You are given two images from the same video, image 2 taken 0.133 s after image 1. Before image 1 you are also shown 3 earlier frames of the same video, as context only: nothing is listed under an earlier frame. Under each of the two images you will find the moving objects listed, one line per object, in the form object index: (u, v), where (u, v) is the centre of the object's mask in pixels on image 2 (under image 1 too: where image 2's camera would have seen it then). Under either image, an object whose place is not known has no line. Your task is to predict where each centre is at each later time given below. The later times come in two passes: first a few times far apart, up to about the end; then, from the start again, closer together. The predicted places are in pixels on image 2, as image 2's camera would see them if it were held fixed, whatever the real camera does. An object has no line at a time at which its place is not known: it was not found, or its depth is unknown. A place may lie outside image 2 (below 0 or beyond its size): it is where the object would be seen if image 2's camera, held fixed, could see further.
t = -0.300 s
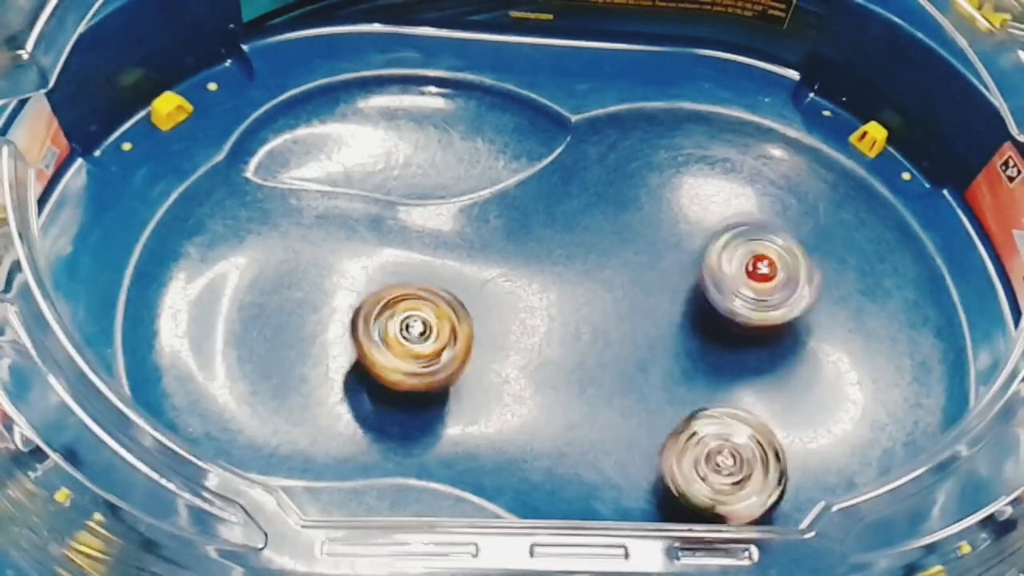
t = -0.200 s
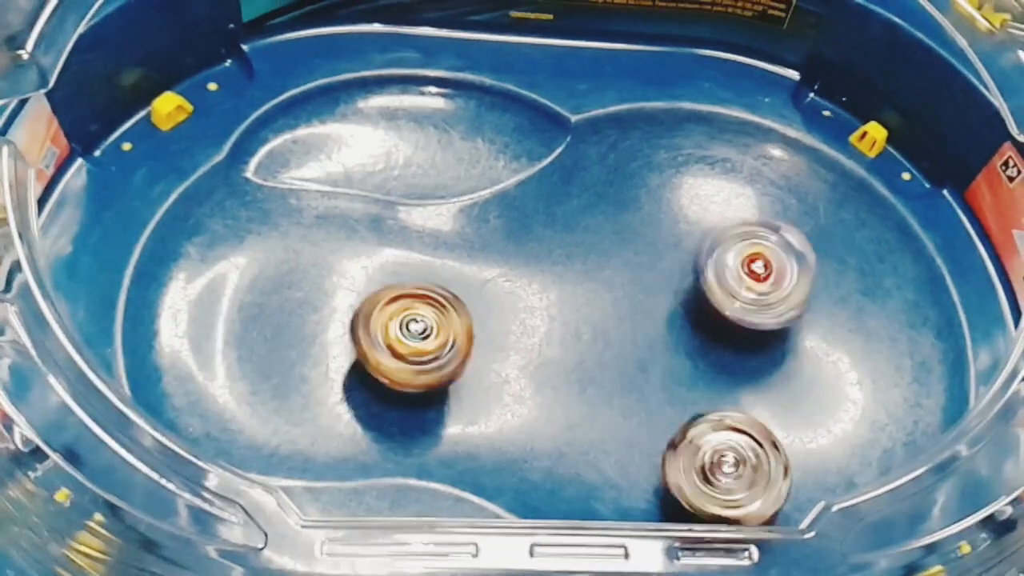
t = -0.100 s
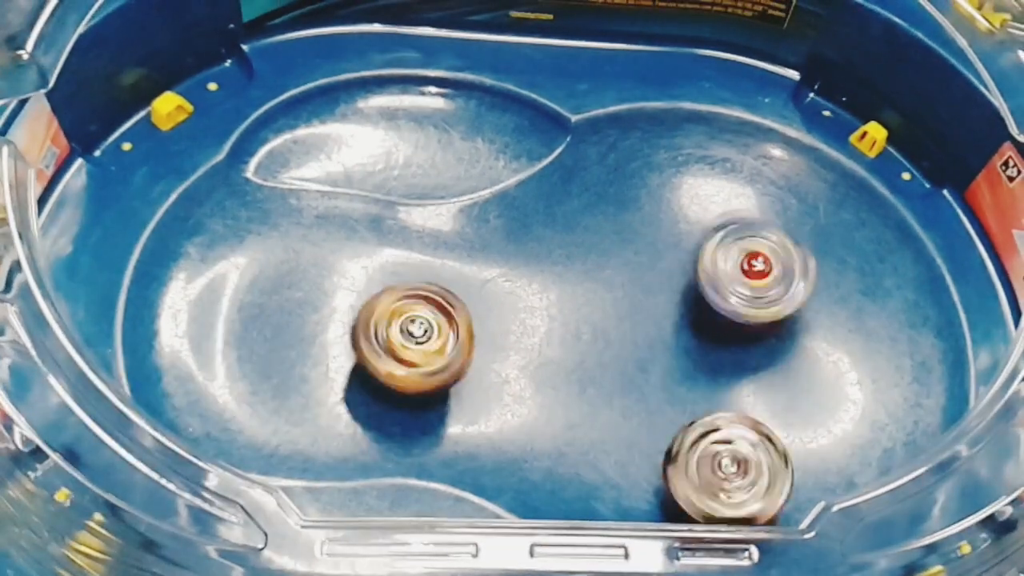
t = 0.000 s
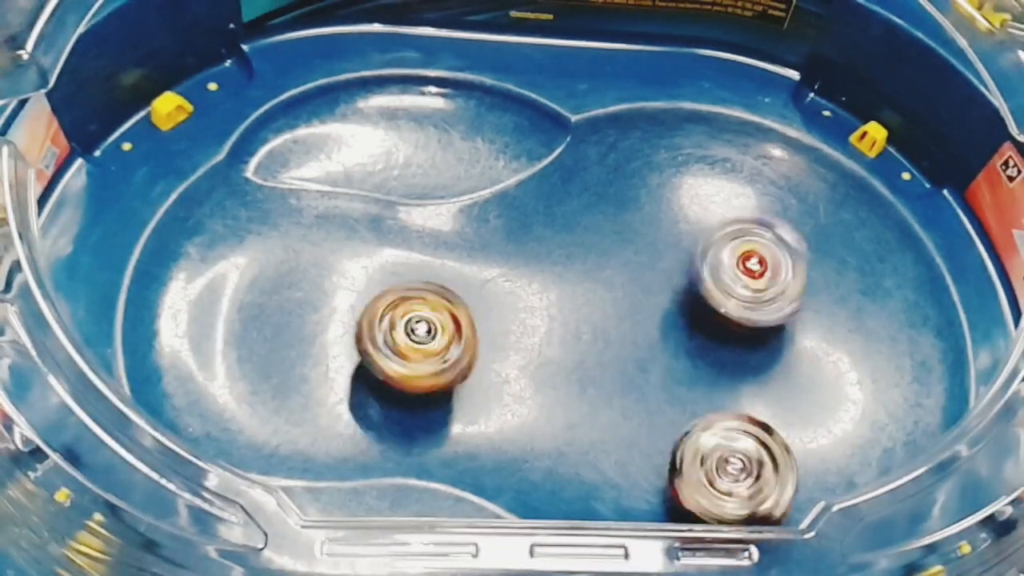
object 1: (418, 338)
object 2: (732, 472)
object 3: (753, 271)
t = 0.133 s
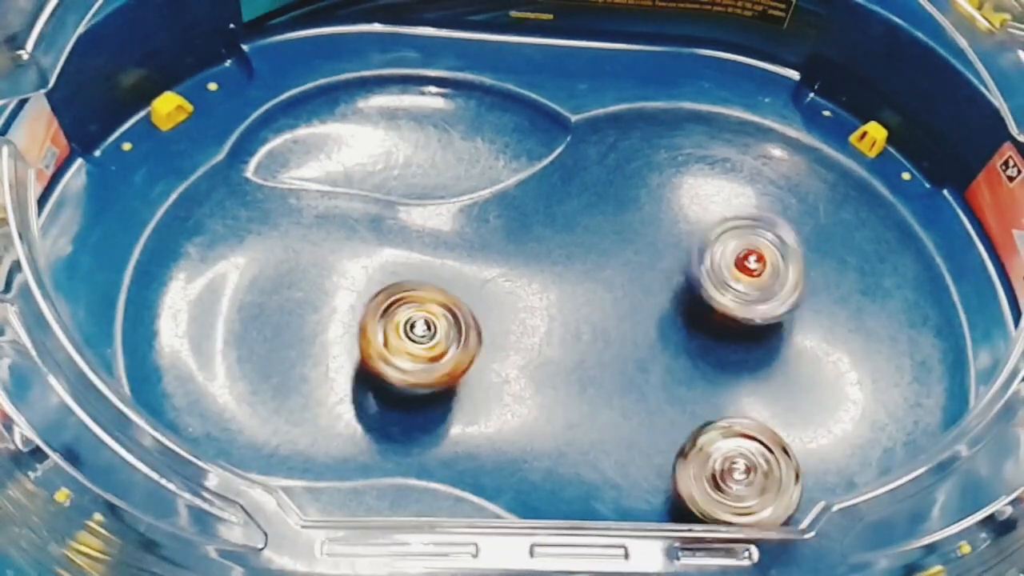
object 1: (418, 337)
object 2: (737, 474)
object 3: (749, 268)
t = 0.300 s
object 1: (423, 338)
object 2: (742, 475)
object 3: (744, 265)
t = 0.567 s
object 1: (427, 340)
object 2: (751, 479)
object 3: (739, 263)
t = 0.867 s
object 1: (432, 340)
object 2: (761, 481)
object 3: (729, 260)
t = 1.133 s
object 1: (437, 342)
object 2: (768, 481)
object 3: (722, 255)
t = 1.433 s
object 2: (877, 485)
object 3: (633, 247)
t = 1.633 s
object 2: (857, 290)
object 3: (674, 180)
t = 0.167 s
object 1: (418, 338)
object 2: (738, 475)
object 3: (747, 268)
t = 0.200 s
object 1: (420, 339)
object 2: (738, 475)
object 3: (746, 268)
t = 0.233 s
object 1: (421, 339)
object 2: (739, 476)
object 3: (745, 267)
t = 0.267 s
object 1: (422, 339)
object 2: (740, 474)
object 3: (744, 266)
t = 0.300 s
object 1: (423, 338)
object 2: (742, 475)
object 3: (744, 265)
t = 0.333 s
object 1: (422, 338)
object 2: (744, 476)
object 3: (743, 265)
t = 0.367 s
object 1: (422, 339)
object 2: (746, 475)
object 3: (742, 265)
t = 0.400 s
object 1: (423, 338)
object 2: (748, 476)
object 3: (740, 264)
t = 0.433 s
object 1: (422, 338)
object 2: (748, 478)
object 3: (741, 265)
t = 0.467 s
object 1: (424, 340)
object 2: (749, 478)
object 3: (738, 263)
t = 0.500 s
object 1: (426, 340)
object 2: (750, 477)
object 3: (739, 263)
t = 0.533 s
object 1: (426, 340)
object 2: (750, 478)
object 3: (737, 263)
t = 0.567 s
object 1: (427, 340)
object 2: (751, 479)
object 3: (739, 263)
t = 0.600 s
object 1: (427, 339)
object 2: (751, 477)
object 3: (735, 264)
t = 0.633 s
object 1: (426, 339)
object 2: (753, 477)
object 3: (735, 262)
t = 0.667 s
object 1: (427, 340)
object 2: (755, 478)
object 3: (733, 262)
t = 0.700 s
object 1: (427, 340)
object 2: (757, 478)
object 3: (733, 261)
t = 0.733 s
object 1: (427, 340)
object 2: (758, 479)
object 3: (732, 261)
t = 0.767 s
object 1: (430, 341)
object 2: (759, 480)
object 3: (733, 261)
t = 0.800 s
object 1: (430, 341)
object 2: (759, 480)
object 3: (731, 261)
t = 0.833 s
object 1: (431, 341)
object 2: (760, 480)
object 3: (730, 261)
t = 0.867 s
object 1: (432, 340)
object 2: (761, 481)
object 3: (729, 260)
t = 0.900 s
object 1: (431, 340)
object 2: (760, 481)
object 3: (728, 259)
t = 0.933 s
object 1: (432, 341)
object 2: (762, 480)
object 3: (727, 258)
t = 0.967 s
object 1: (432, 340)
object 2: (764, 479)
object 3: (728, 258)
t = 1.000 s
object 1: (432, 341)
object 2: (768, 482)
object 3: (726, 259)
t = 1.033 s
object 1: (434, 342)
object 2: (766, 480)
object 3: (725, 257)
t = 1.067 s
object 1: (435, 342)
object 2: (770, 482)
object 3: (724, 258)
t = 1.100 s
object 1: (435, 342)
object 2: (772, 483)
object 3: (722, 256)
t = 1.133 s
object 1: (437, 342)
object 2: (768, 481)
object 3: (722, 255)
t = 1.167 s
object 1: (436, 341)
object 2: (774, 489)
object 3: (721, 256)
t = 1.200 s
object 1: (436, 341)
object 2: (771, 481)
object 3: (721, 257)
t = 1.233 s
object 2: (773, 484)
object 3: (717, 257)
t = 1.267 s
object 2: (775, 487)
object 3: (718, 255)
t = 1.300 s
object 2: (777, 488)
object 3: (715, 256)
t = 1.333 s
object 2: (782, 489)
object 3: (717, 254)
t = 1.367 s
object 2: (800, 480)
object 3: (689, 249)
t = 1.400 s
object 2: (850, 493)
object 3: (659, 246)
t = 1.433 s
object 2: (877, 485)
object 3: (633, 247)
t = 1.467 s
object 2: (899, 454)
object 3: (607, 255)
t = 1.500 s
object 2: (903, 417)
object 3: (600, 253)
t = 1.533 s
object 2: (910, 386)
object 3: (620, 220)
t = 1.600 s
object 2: (883, 317)
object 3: (659, 183)
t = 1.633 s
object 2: (857, 290)
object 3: (674, 180)
